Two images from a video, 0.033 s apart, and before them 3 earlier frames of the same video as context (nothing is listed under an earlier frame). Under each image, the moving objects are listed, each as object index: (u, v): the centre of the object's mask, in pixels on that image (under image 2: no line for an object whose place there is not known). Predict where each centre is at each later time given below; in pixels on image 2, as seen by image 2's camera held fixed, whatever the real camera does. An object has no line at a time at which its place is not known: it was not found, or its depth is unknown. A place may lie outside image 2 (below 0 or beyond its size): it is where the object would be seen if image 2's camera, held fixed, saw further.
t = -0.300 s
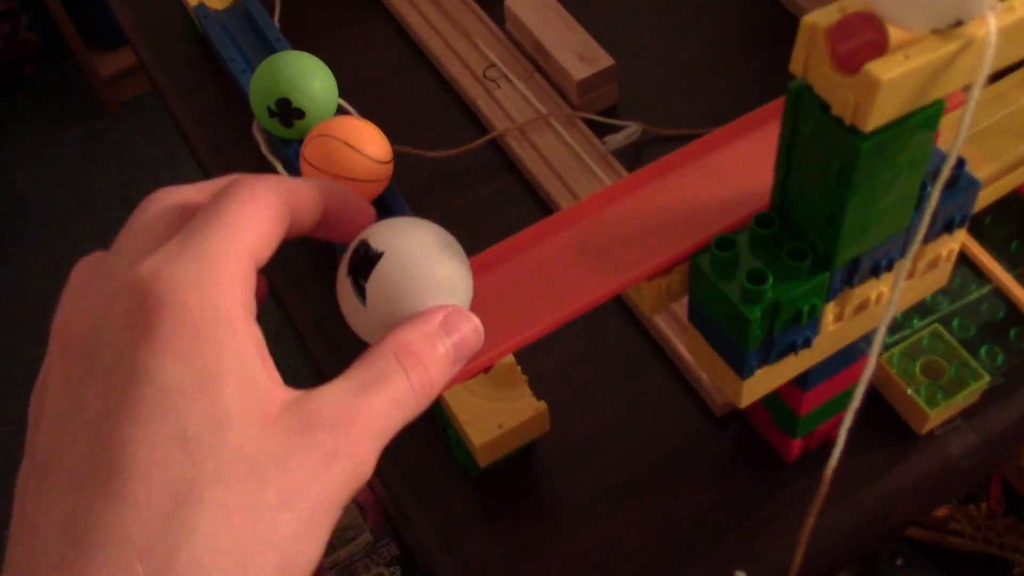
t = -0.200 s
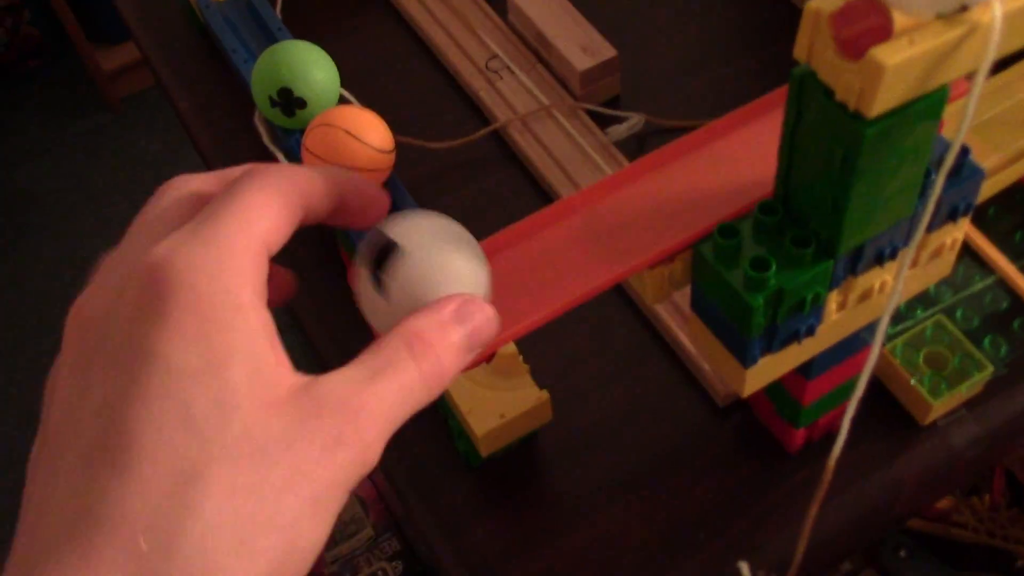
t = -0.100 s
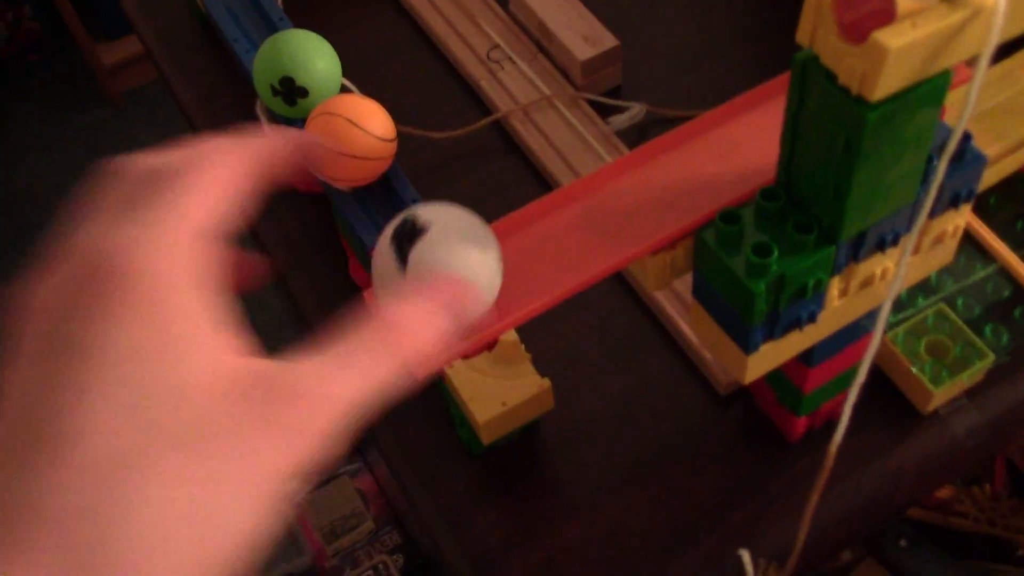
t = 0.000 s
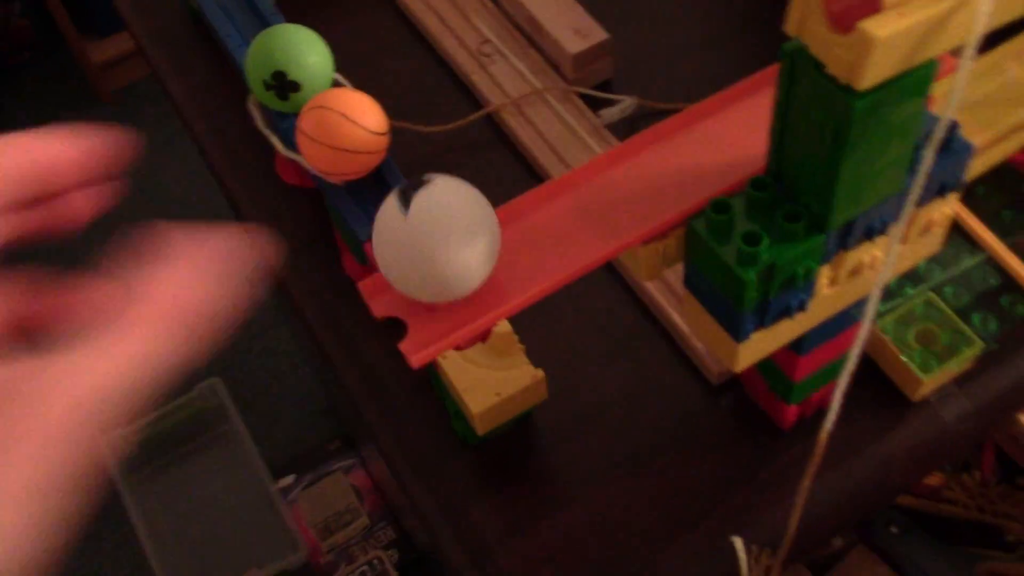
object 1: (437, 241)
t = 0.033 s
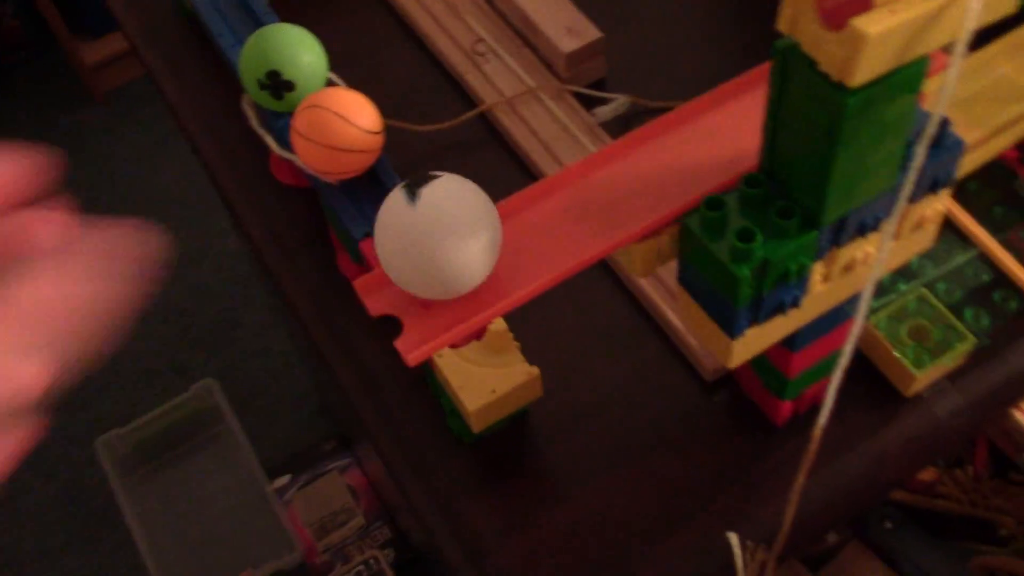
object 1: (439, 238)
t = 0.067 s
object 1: (445, 234)
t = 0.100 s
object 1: (450, 234)
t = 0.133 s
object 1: (455, 230)
